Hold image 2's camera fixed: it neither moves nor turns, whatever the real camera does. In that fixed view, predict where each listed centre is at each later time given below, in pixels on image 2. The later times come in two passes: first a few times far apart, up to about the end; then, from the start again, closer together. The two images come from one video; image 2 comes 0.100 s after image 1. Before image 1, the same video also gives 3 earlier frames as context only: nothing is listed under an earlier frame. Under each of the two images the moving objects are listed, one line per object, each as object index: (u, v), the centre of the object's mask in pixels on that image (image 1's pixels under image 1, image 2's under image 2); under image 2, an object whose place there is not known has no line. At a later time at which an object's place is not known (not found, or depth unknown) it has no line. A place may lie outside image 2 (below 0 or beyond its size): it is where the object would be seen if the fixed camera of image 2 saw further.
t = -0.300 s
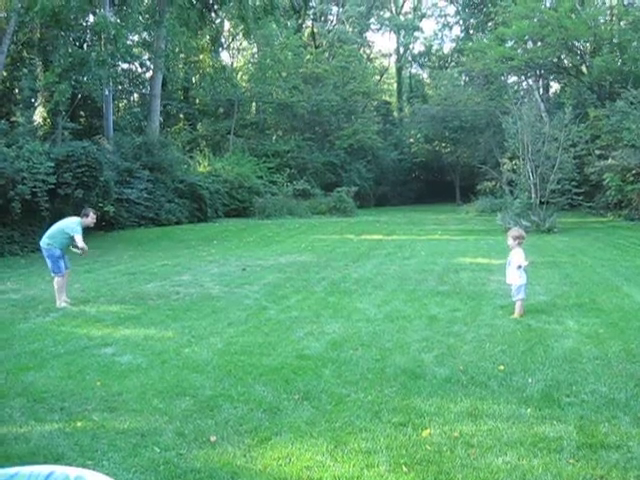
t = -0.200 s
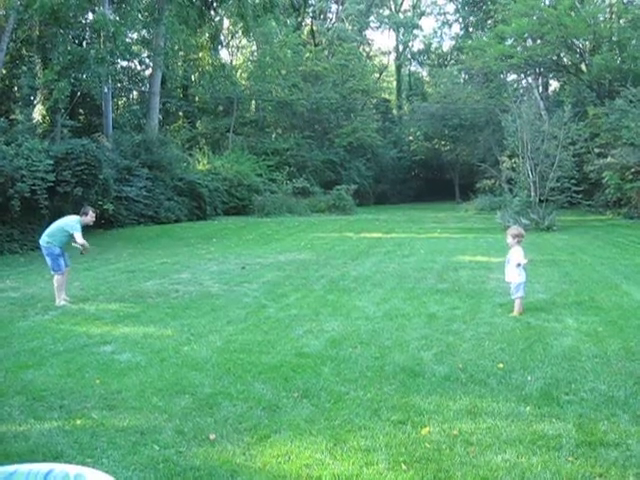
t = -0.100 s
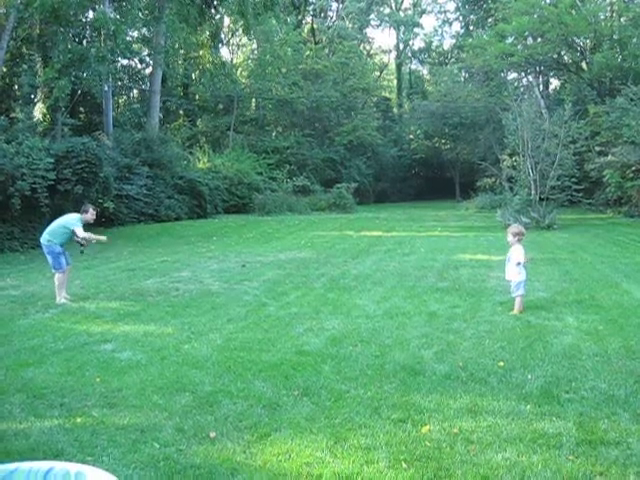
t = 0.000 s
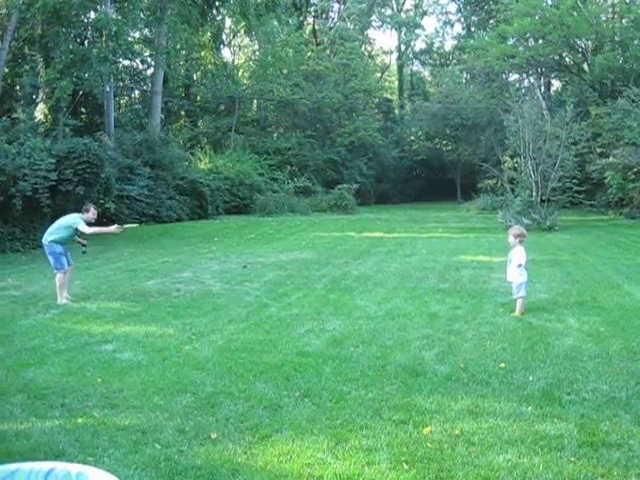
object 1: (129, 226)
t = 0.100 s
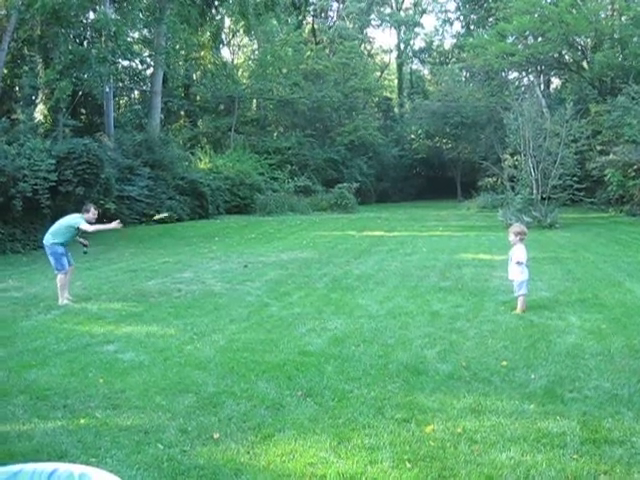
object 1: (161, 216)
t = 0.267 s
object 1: (212, 210)
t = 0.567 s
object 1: (305, 213)
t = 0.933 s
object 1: (411, 236)
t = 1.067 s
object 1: (449, 247)
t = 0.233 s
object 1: (202, 210)
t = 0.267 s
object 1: (212, 210)
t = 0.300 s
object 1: (222, 209)
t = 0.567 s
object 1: (305, 213)
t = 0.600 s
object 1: (314, 214)
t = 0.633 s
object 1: (323, 216)
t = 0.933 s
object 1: (411, 236)
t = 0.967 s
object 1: (422, 238)
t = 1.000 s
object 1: (430, 241)
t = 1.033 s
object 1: (440, 244)
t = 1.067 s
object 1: (449, 247)
